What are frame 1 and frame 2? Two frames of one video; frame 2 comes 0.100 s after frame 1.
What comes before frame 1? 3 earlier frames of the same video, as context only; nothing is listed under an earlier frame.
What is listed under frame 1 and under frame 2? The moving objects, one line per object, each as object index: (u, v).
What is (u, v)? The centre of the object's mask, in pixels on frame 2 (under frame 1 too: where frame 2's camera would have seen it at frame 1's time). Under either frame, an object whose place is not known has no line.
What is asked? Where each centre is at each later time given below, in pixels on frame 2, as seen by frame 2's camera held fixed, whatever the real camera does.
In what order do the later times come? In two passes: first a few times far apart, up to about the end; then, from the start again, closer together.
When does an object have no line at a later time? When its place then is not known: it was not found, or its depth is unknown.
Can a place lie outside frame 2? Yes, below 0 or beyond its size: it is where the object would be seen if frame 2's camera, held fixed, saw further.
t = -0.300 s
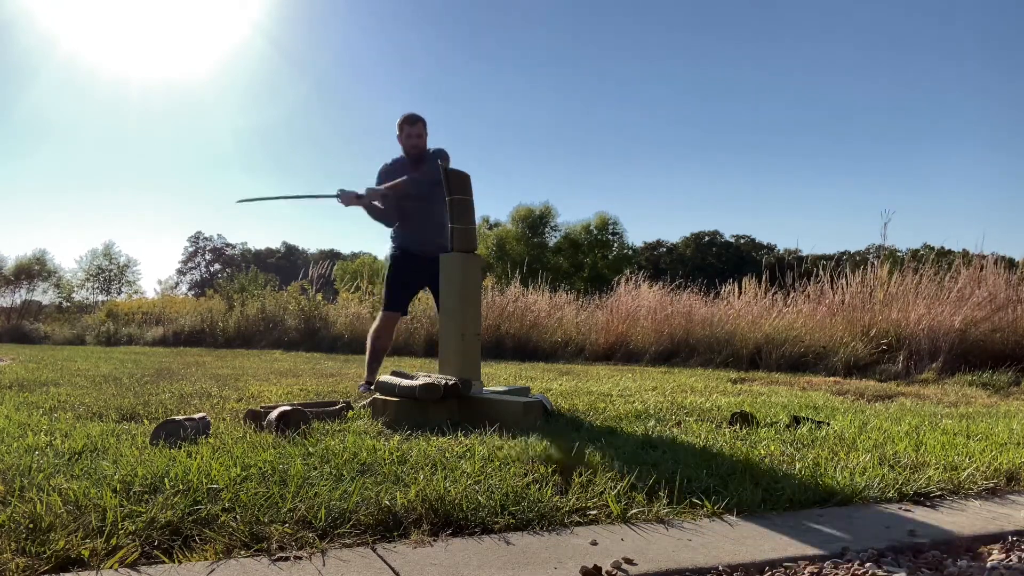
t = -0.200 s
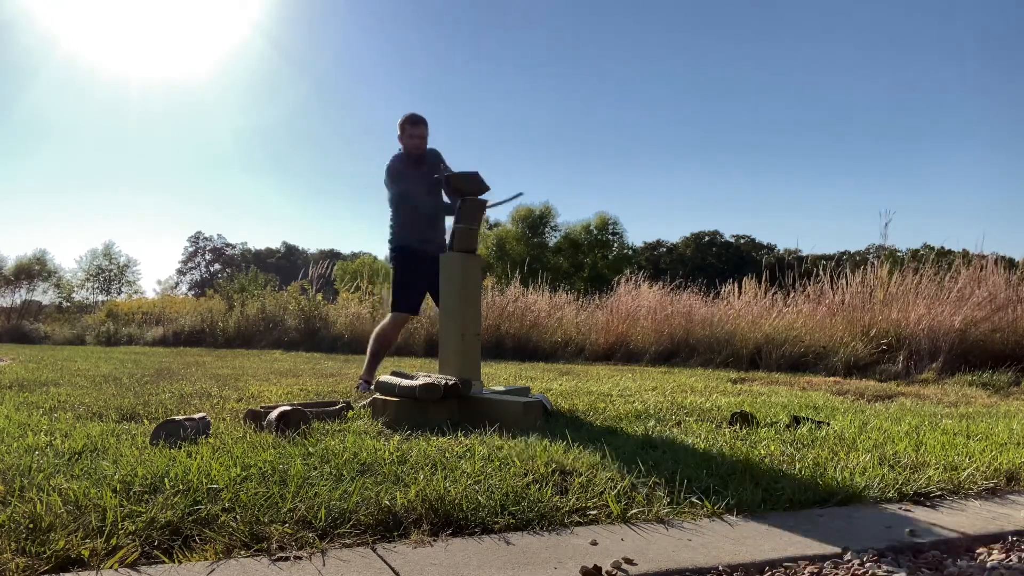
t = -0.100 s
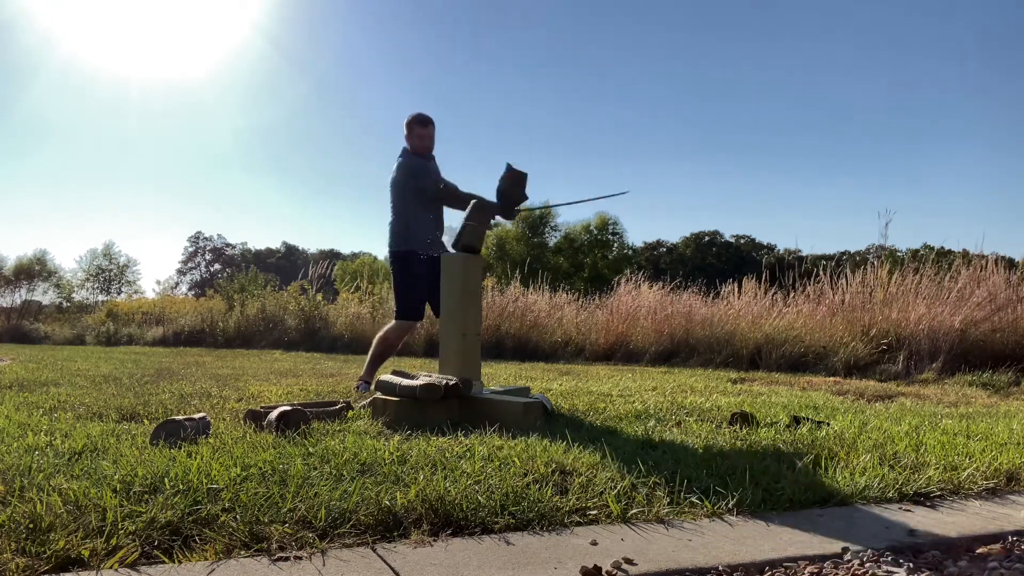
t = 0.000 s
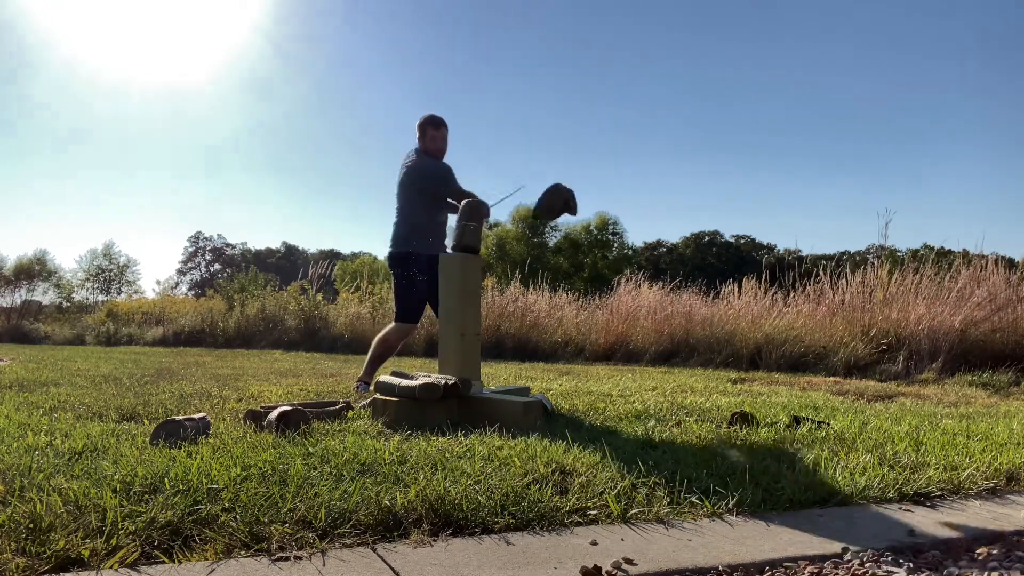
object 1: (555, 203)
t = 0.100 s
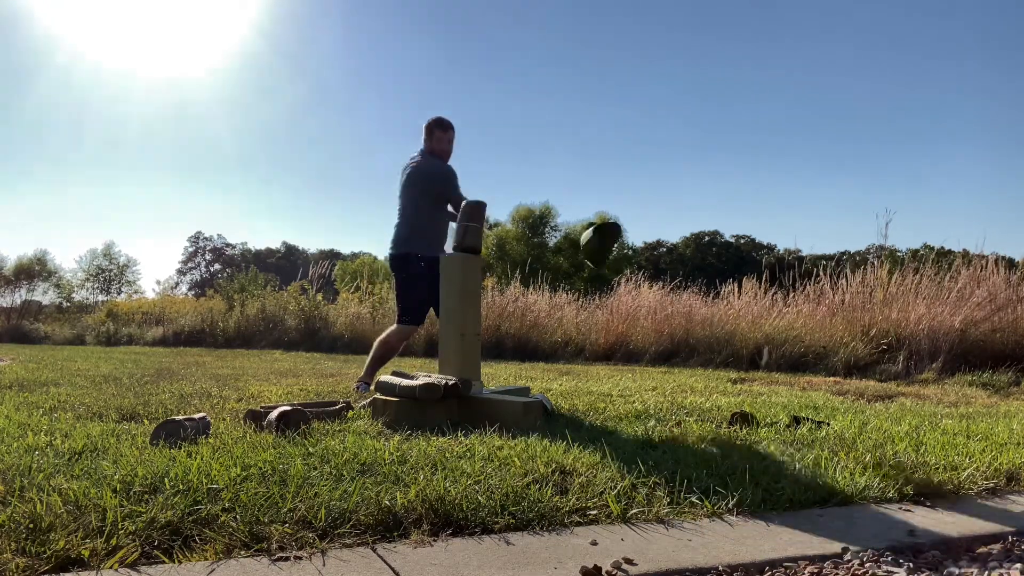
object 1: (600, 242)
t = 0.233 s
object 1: (658, 326)
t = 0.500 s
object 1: (710, 403)
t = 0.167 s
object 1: (629, 280)
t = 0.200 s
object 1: (644, 301)
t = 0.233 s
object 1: (658, 326)
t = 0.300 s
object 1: (689, 377)
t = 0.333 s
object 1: (703, 401)
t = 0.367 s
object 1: (705, 408)
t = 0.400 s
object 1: (704, 410)
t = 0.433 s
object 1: (710, 407)
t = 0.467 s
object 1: (709, 403)
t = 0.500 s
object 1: (710, 403)
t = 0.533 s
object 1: (710, 404)
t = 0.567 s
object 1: (711, 405)
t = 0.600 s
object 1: (711, 406)
